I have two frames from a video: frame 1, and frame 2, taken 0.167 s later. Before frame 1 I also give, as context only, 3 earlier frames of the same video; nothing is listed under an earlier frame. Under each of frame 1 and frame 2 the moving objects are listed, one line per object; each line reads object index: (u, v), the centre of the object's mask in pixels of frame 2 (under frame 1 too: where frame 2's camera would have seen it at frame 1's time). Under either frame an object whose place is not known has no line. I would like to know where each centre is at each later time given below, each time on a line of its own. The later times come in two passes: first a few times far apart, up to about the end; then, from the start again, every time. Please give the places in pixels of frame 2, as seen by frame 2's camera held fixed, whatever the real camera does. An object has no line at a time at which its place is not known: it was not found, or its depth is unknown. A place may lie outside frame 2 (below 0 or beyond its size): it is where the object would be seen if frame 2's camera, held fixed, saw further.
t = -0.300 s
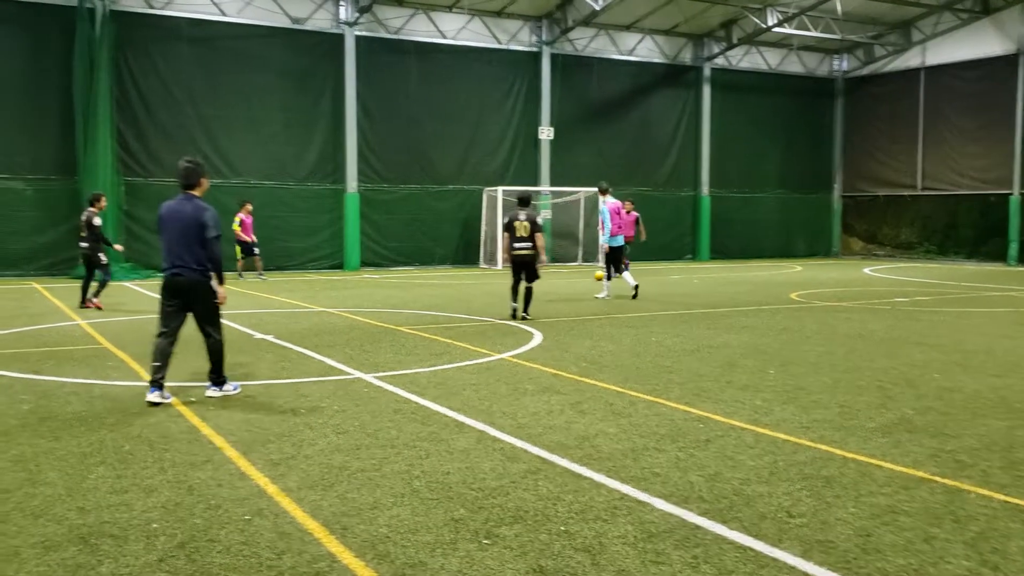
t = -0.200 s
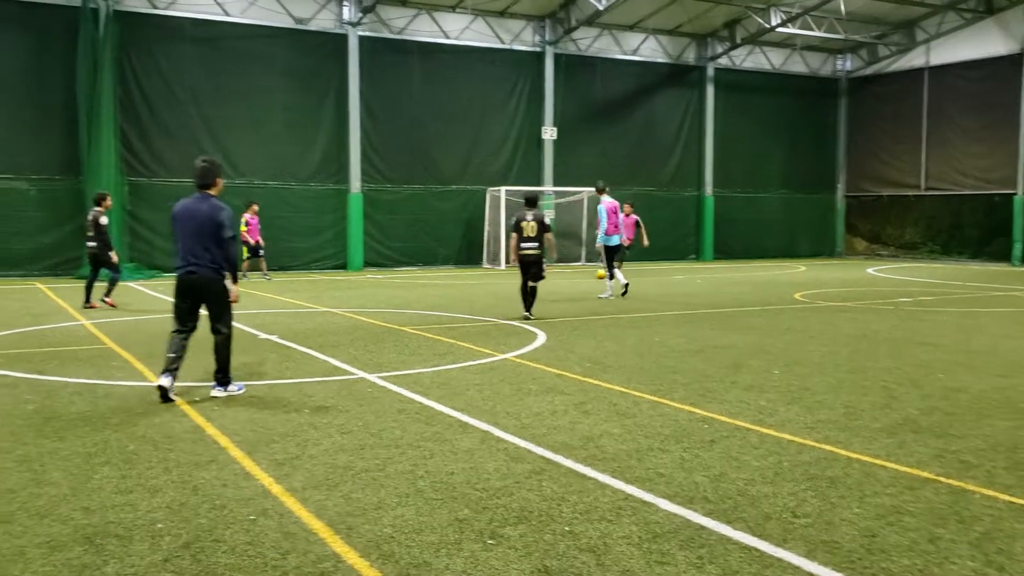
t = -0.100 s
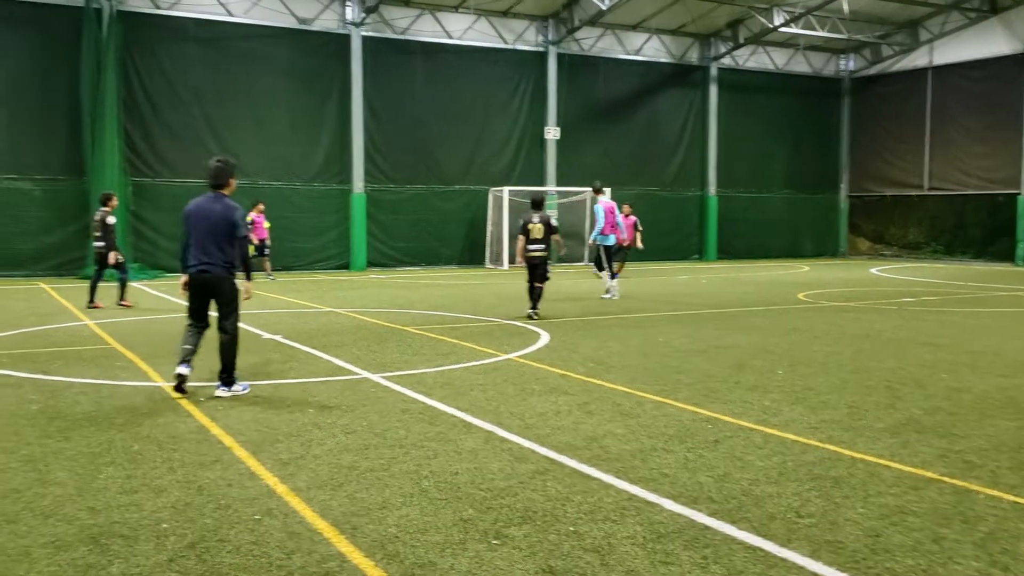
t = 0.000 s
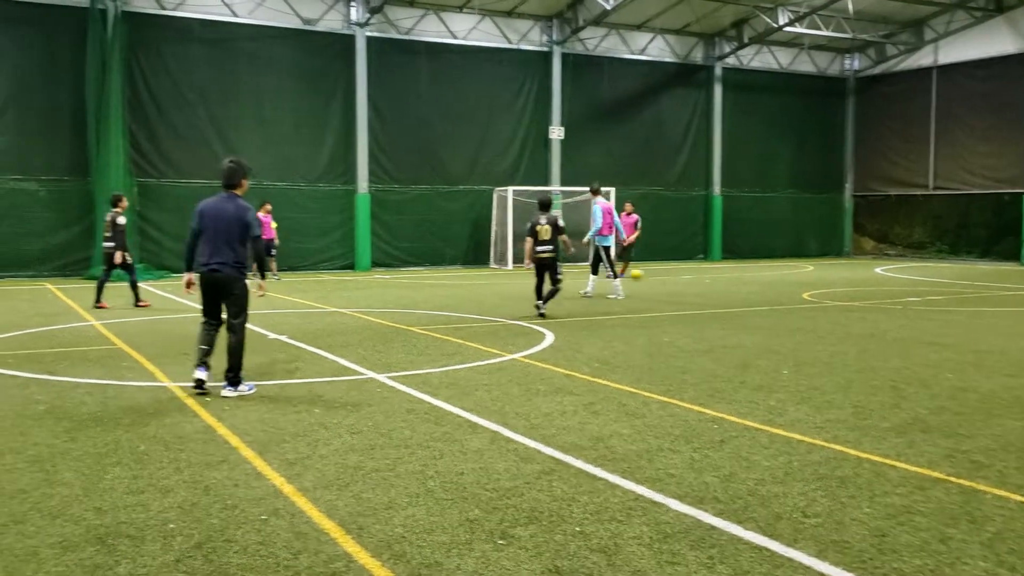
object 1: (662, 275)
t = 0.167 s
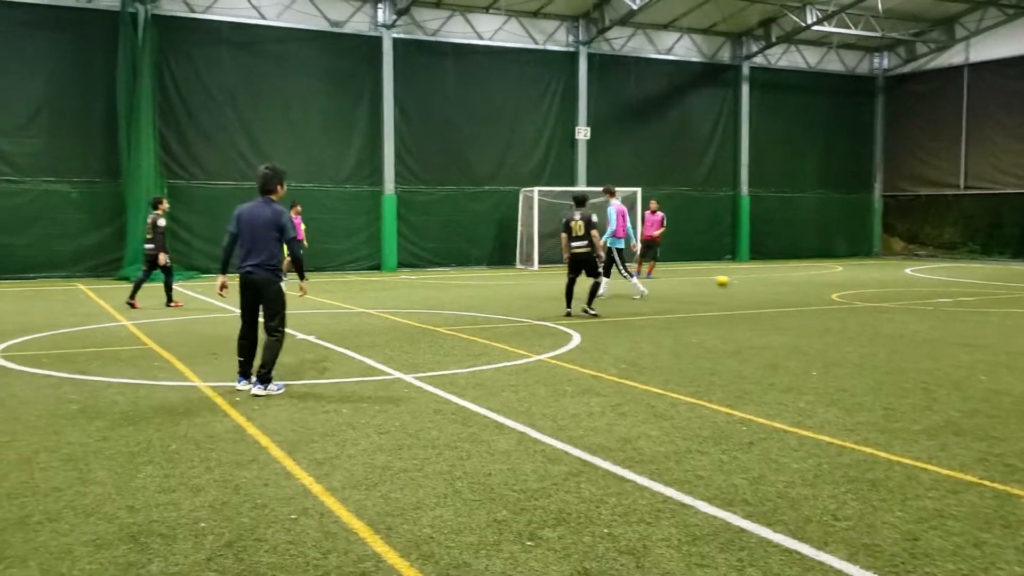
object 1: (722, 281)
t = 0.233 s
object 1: (748, 285)
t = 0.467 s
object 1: (836, 294)
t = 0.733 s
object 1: (935, 304)
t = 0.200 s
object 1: (734, 282)
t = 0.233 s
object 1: (748, 285)
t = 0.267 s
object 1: (760, 286)
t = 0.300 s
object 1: (772, 287)
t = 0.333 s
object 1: (784, 288)
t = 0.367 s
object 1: (797, 290)
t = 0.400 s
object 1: (810, 291)
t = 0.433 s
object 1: (823, 293)
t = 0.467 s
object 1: (836, 294)
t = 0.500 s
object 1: (848, 295)
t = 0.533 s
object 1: (860, 296)
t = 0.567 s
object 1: (873, 297)
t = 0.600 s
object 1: (885, 298)
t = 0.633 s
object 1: (897, 298)
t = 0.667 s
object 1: (909, 299)
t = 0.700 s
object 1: (922, 301)
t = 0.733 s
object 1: (935, 304)
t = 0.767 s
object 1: (949, 304)
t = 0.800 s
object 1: (963, 306)
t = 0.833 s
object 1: (977, 308)
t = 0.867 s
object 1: (992, 310)
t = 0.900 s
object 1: (1007, 311)
